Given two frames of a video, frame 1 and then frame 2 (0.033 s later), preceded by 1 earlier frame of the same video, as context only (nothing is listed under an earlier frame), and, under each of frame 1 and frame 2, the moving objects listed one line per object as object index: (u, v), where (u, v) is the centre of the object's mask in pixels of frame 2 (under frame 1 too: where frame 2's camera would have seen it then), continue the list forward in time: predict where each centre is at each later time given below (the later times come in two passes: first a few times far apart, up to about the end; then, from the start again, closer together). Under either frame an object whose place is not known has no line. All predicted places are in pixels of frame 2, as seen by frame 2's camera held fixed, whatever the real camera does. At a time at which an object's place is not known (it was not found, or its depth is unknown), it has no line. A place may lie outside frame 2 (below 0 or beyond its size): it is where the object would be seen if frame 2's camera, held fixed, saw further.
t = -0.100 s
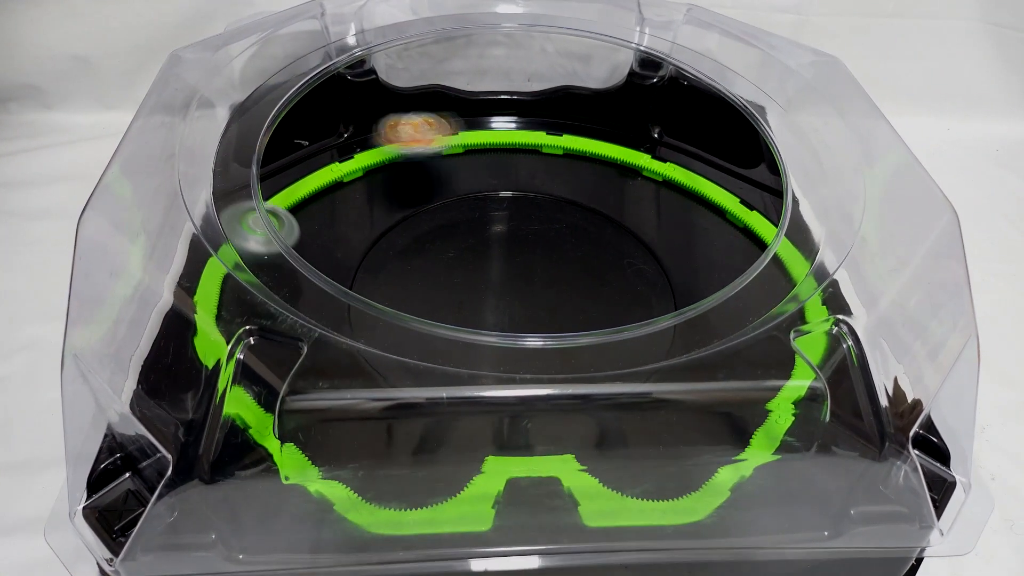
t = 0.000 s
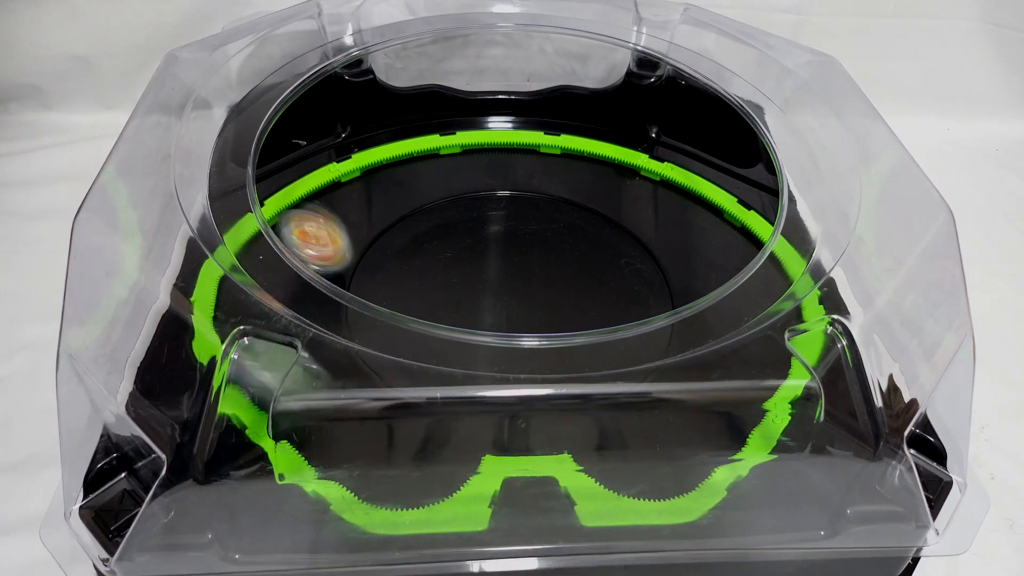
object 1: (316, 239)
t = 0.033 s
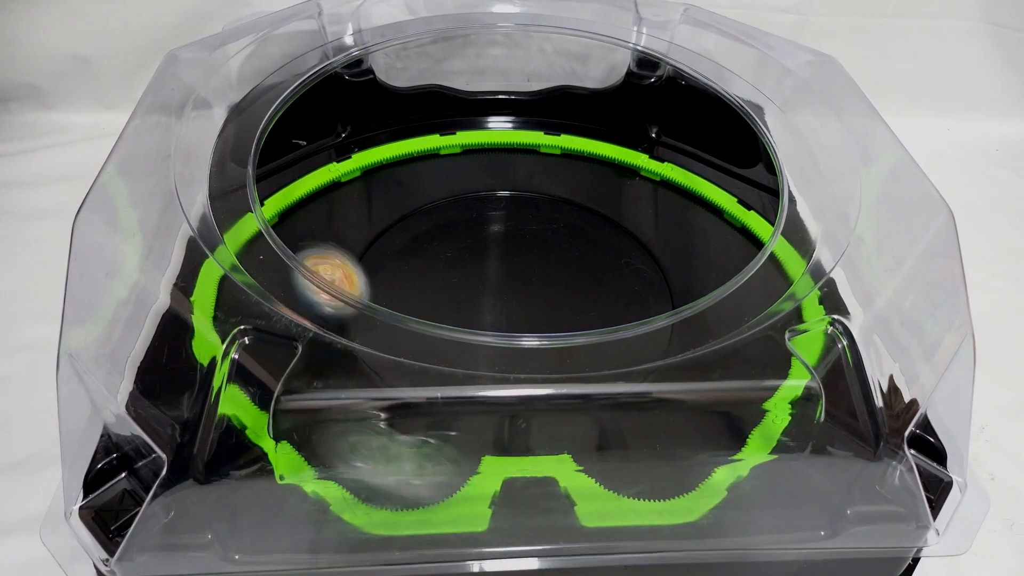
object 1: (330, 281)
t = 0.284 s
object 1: (489, 306)
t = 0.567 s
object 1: (497, 150)
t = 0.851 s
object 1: (438, 290)
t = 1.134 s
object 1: (674, 265)
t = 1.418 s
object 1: (664, 167)
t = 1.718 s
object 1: (372, 188)
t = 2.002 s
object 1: (495, 403)
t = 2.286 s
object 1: (778, 325)
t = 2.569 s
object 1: (743, 220)
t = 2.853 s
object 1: (514, 183)
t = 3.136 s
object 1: (379, 331)
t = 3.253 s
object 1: (524, 378)
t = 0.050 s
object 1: (338, 302)
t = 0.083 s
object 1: (357, 349)
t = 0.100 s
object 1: (368, 365)
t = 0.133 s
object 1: (397, 414)
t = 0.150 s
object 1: (411, 434)
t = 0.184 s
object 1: (441, 460)
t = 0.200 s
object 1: (458, 461)
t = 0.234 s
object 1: (473, 390)
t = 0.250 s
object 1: (477, 353)
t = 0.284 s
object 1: (489, 306)
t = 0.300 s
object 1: (493, 295)
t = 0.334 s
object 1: (507, 250)
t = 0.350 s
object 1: (514, 229)
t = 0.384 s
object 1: (525, 188)
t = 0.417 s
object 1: (531, 160)
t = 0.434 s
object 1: (533, 148)
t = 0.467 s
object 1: (533, 137)
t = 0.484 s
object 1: (534, 133)
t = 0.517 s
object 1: (526, 123)
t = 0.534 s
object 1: (517, 127)
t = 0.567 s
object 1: (497, 150)
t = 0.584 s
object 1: (488, 162)
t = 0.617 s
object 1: (472, 168)
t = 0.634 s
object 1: (462, 174)
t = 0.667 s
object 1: (445, 197)
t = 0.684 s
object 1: (438, 208)
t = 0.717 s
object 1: (428, 222)
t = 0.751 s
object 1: (421, 243)
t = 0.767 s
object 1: (420, 251)
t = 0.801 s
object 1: (422, 268)
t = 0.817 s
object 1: (426, 277)
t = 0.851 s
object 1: (438, 290)
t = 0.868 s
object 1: (446, 296)
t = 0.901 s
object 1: (469, 305)
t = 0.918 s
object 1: (481, 312)
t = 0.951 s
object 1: (511, 319)
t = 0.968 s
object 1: (526, 319)
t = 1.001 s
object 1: (560, 319)
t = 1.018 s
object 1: (577, 313)
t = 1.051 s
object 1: (609, 305)
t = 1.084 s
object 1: (640, 292)
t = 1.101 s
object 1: (654, 285)
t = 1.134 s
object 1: (674, 265)
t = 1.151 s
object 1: (674, 256)
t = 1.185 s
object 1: (669, 241)
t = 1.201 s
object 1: (668, 233)
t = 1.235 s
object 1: (667, 219)
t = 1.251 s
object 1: (668, 214)
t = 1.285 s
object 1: (671, 203)
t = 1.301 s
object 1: (675, 198)
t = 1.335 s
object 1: (683, 189)
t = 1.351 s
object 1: (689, 184)
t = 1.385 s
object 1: (699, 175)
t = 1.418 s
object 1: (664, 167)
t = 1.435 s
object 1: (641, 166)
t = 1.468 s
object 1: (593, 161)
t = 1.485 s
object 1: (571, 158)
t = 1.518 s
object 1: (530, 155)
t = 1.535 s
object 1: (510, 155)
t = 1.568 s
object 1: (476, 154)
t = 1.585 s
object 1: (460, 154)
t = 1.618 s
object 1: (433, 156)
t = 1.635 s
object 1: (419, 160)
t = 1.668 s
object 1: (397, 169)
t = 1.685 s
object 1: (389, 173)
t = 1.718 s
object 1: (372, 188)
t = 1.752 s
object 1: (360, 205)
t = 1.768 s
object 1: (355, 213)
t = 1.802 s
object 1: (350, 238)
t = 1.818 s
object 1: (349, 250)
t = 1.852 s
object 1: (353, 281)
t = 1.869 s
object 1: (358, 299)
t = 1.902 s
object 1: (376, 331)
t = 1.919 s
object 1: (387, 348)
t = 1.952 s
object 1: (425, 367)
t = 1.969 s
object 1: (449, 379)
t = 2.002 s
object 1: (495, 403)
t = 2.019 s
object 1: (518, 412)
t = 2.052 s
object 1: (566, 417)
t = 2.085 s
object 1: (614, 401)
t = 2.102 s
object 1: (636, 395)
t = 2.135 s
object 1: (675, 383)
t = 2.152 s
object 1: (692, 373)
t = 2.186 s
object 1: (722, 362)
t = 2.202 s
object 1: (734, 357)
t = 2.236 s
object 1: (754, 345)
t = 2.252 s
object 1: (760, 340)
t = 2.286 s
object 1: (778, 325)
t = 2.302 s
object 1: (784, 319)
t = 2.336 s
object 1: (793, 304)
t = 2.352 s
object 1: (795, 299)
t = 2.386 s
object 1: (796, 283)
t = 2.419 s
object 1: (796, 273)
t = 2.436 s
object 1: (791, 263)
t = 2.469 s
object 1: (784, 252)
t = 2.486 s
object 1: (781, 247)
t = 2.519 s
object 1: (767, 234)
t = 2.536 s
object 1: (760, 228)
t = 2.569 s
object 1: (743, 220)
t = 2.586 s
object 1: (735, 214)
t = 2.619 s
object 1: (716, 207)
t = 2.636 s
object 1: (704, 204)
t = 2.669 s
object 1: (682, 198)
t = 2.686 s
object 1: (670, 194)
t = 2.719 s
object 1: (645, 191)
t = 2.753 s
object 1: (618, 188)
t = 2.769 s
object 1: (602, 188)
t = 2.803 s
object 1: (569, 190)
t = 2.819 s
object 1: (549, 188)
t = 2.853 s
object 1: (514, 183)
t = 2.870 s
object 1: (494, 181)
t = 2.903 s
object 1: (460, 181)
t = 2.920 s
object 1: (440, 184)
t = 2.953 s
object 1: (408, 191)
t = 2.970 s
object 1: (394, 200)
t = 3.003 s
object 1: (376, 222)
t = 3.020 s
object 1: (365, 234)
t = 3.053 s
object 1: (358, 262)
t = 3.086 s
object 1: (356, 288)
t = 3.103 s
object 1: (363, 305)
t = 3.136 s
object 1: (379, 331)
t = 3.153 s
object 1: (394, 347)
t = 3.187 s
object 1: (433, 361)
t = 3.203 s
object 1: (457, 369)
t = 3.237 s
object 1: (502, 378)
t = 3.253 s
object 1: (524, 378)
